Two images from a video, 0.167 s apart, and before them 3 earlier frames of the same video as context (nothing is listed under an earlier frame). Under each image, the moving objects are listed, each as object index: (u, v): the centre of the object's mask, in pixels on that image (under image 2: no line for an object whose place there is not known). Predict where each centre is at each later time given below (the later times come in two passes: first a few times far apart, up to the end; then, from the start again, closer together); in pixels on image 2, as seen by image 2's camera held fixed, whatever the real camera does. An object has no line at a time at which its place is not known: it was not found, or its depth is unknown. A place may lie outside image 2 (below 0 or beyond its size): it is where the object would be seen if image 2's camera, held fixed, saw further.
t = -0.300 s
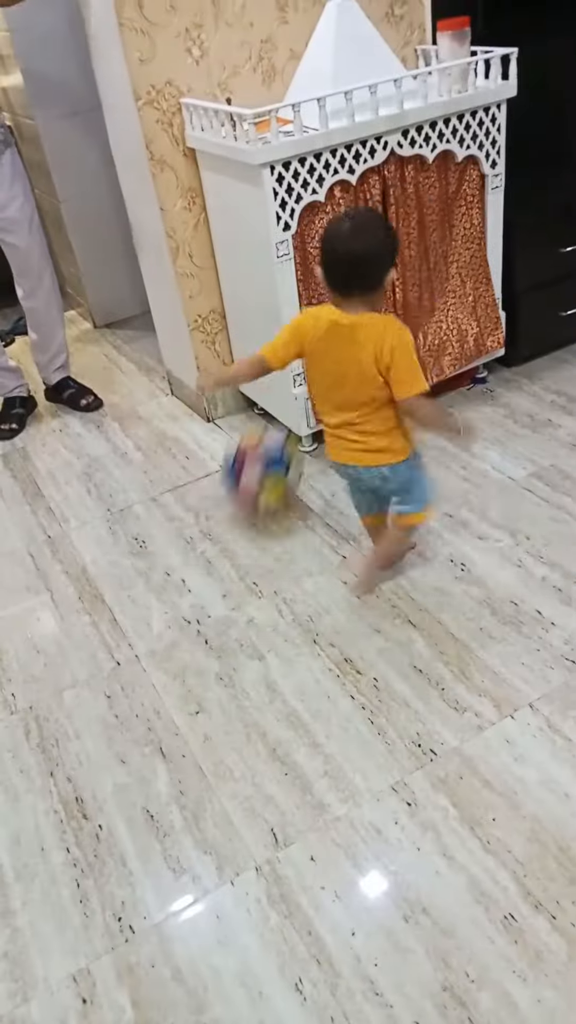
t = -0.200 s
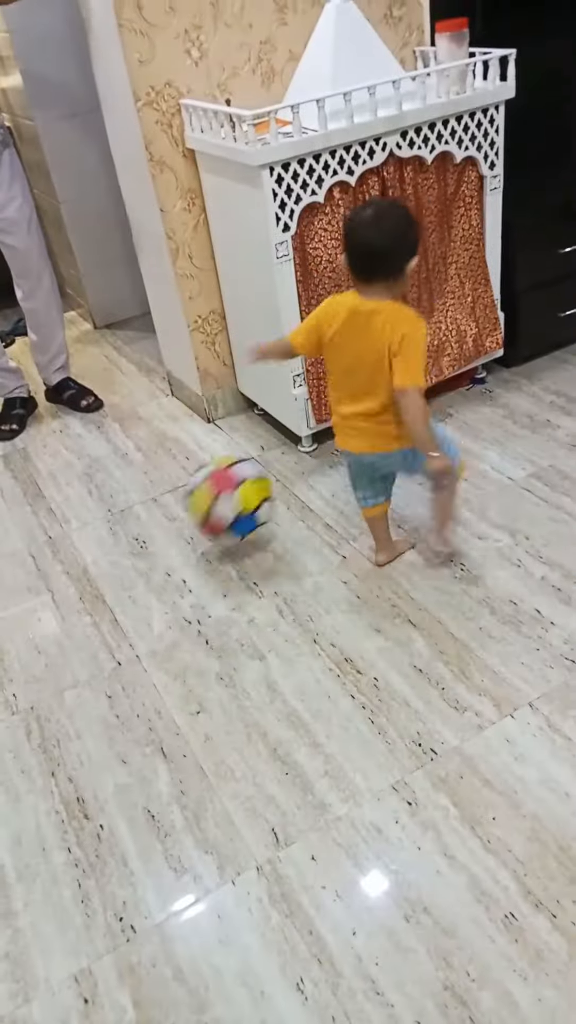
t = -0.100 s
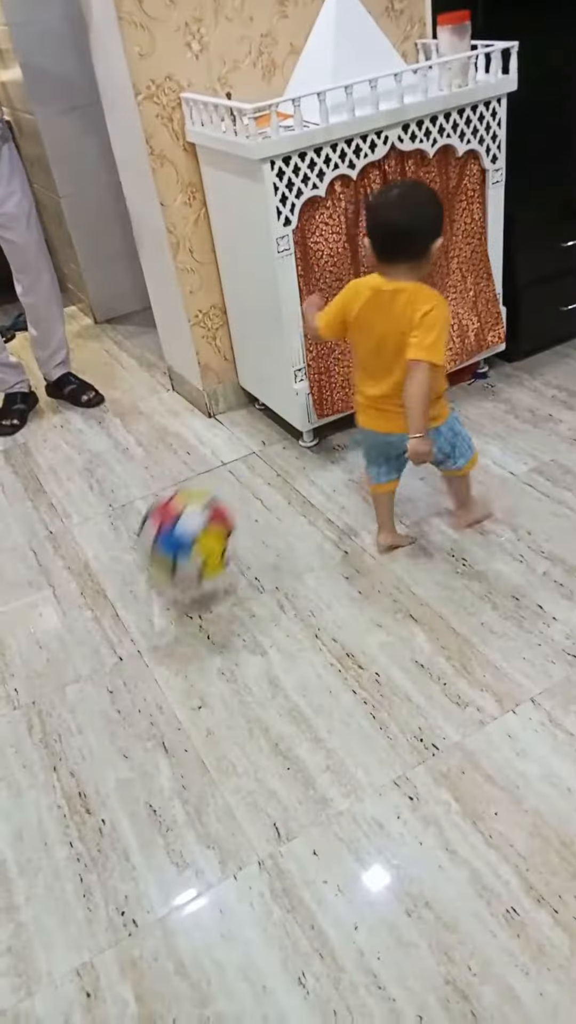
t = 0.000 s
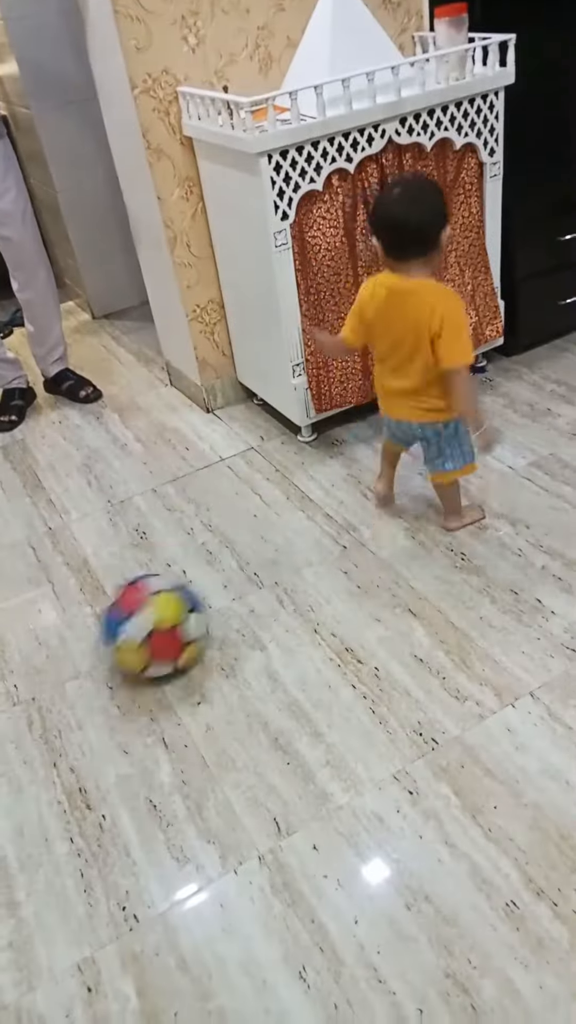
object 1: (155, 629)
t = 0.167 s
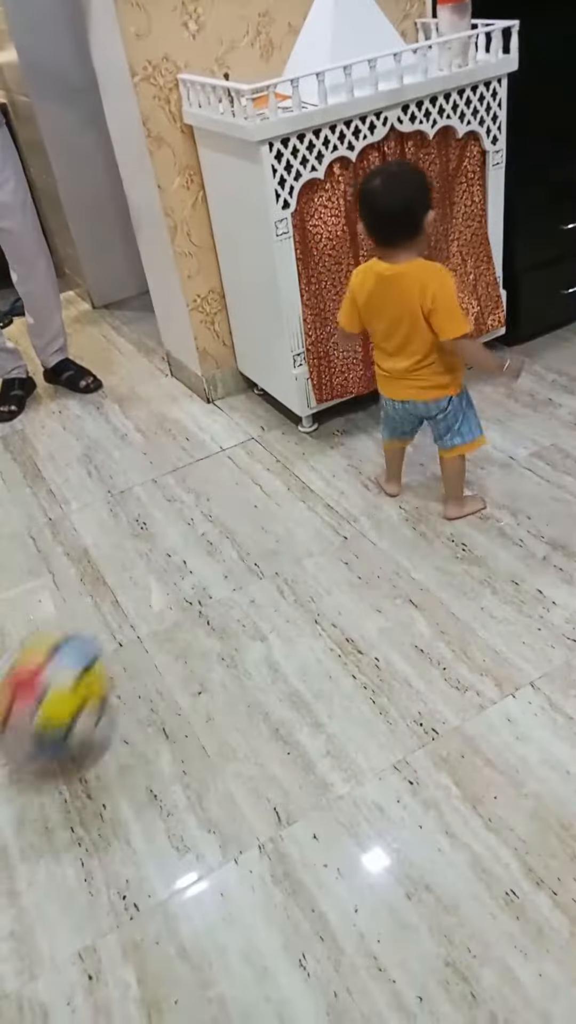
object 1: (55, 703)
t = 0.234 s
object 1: (27, 780)
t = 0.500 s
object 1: (32, 813)
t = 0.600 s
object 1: (94, 795)
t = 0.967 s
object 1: (258, 801)
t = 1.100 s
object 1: (319, 782)
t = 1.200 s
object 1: (358, 795)
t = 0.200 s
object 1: (46, 726)
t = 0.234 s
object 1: (27, 780)
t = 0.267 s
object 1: (11, 784)
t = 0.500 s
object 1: (32, 813)
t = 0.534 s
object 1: (76, 817)
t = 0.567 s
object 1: (85, 805)
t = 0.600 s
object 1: (94, 795)
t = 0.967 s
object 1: (258, 801)
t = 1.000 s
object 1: (270, 802)
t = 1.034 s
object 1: (281, 792)
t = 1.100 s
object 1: (319, 782)
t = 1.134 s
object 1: (333, 785)
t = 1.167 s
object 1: (348, 794)
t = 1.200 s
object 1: (358, 795)
